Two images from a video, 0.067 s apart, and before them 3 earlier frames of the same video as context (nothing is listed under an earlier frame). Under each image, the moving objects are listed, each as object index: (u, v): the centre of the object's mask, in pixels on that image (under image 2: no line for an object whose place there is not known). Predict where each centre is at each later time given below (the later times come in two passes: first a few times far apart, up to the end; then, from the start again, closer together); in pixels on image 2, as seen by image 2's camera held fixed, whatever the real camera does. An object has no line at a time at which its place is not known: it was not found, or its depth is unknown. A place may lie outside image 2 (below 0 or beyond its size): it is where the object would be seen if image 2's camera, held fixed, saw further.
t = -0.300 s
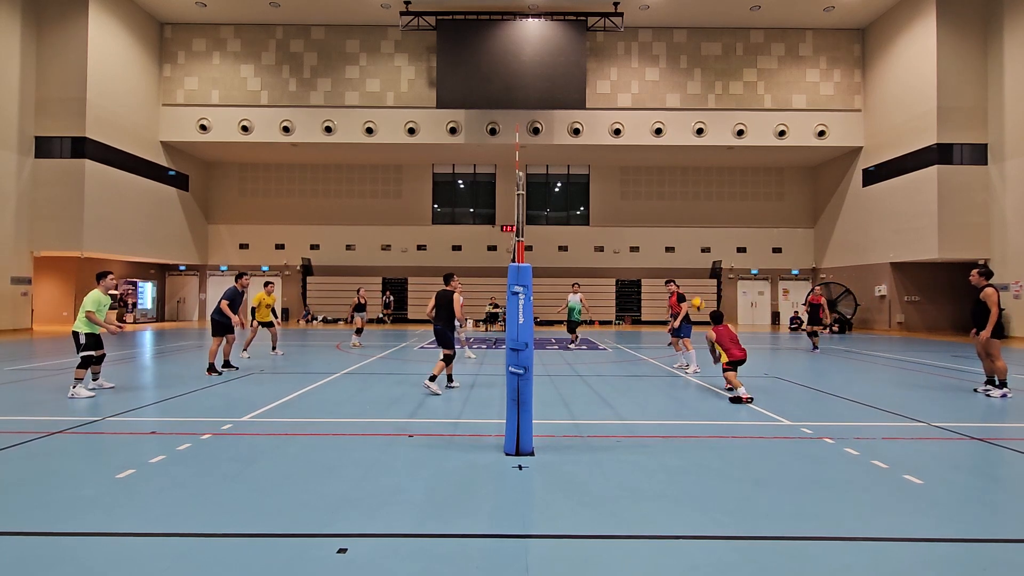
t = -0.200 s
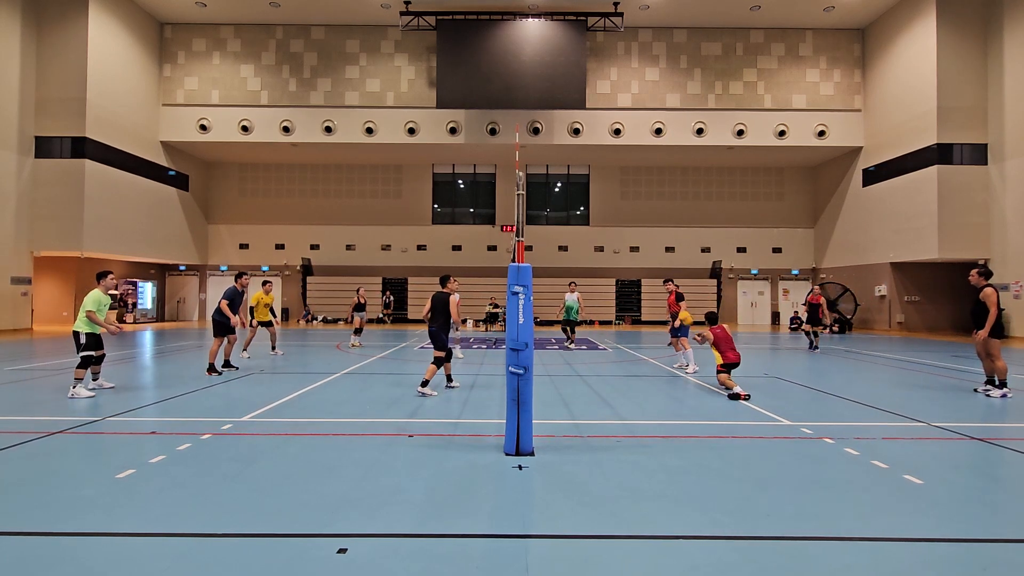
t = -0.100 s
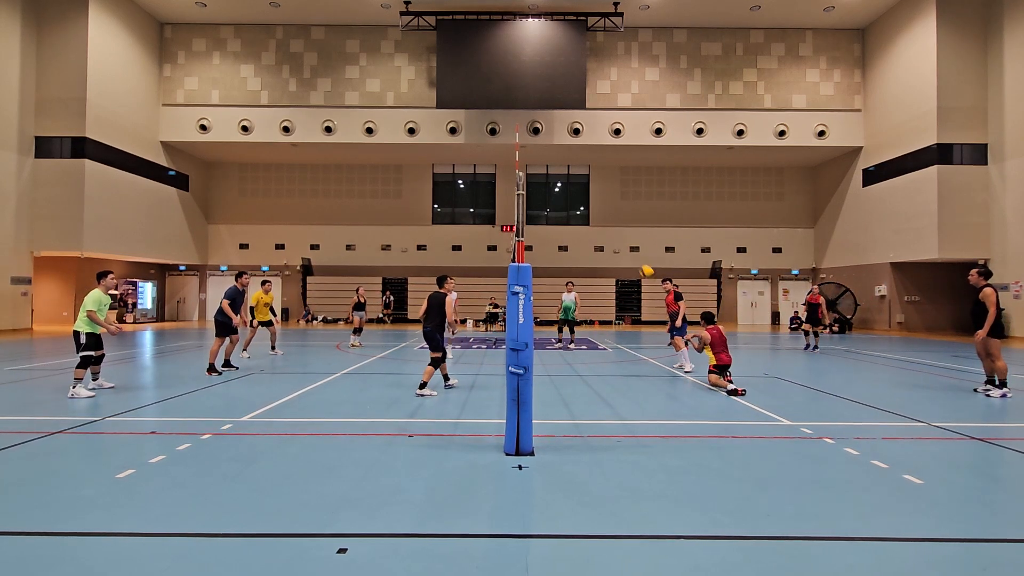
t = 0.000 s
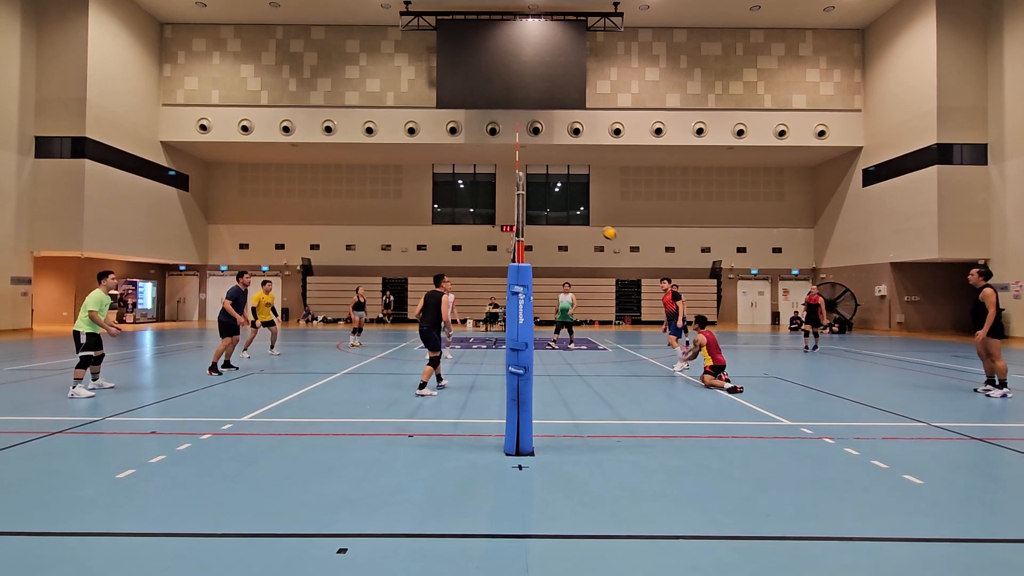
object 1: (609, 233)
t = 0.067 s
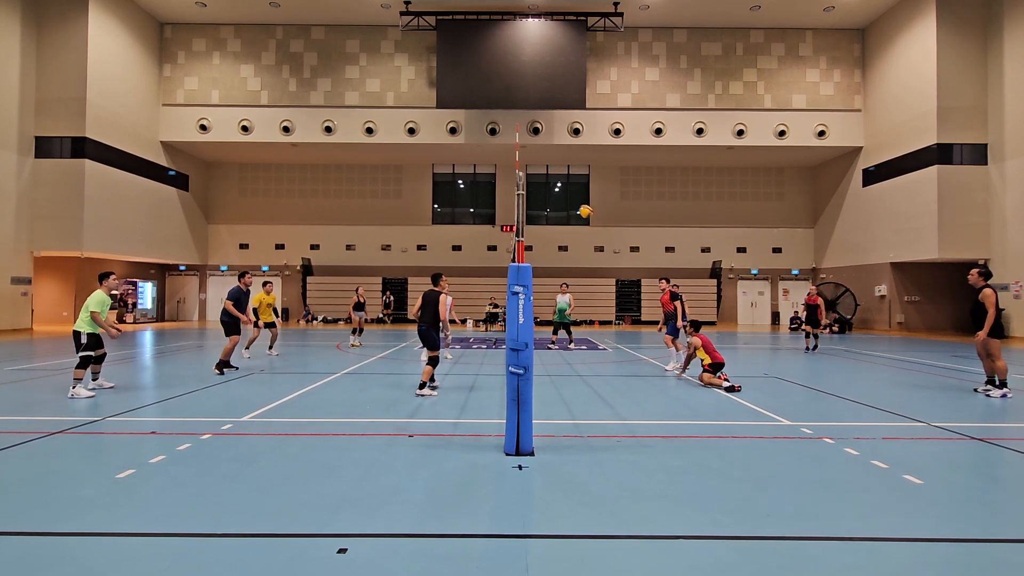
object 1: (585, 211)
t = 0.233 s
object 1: (529, 170)
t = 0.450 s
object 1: (462, 142)
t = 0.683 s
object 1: (393, 140)
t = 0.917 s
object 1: (330, 165)
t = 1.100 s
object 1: (283, 204)
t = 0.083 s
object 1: (579, 207)
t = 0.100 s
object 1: (574, 202)
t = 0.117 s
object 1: (568, 197)
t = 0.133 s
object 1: (562, 193)
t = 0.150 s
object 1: (556, 188)
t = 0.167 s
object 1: (551, 185)
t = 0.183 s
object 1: (546, 181)
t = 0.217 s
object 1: (535, 173)
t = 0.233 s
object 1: (529, 170)
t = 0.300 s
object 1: (507, 158)
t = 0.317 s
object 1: (503, 156)
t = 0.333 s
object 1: (497, 153)
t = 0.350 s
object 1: (492, 151)
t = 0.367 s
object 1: (488, 149)
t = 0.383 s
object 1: (482, 147)
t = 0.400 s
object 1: (477, 145)
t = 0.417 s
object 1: (472, 144)
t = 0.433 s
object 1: (467, 143)
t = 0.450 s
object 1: (462, 142)
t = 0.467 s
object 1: (457, 140)
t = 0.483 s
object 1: (451, 139)
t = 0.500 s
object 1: (446, 139)
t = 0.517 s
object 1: (442, 138)
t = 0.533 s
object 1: (437, 138)
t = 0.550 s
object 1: (432, 137)
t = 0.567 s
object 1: (427, 137)
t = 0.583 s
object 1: (422, 137)
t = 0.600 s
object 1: (418, 137)
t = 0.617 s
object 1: (413, 137)
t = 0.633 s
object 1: (408, 137)
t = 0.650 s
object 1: (403, 138)
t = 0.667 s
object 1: (398, 139)
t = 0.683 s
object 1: (393, 140)
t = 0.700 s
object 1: (389, 140)
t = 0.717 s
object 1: (385, 142)
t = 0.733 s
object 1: (380, 143)
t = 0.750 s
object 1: (375, 144)
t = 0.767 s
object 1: (371, 146)
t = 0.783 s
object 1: (365, 146)
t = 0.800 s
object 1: (361, 149)
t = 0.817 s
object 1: (357, 150)
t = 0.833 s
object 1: (352, 153)
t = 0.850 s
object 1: (348, 154)
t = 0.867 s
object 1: (343, 157)
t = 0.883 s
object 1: (339, 160)
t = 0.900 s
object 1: (335, 162)
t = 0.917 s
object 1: (330, 165)
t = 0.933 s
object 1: (326, 168)
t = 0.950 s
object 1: (321, 171)
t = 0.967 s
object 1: (317, 174)
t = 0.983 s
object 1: (313, 178)
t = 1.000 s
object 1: (308, 181)
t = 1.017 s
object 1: (304, 184)
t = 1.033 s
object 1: (300, 188)
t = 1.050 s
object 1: (295, 192)
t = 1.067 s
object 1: (291, 195)
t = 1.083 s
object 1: (287, 200)
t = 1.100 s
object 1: (283, 204)
